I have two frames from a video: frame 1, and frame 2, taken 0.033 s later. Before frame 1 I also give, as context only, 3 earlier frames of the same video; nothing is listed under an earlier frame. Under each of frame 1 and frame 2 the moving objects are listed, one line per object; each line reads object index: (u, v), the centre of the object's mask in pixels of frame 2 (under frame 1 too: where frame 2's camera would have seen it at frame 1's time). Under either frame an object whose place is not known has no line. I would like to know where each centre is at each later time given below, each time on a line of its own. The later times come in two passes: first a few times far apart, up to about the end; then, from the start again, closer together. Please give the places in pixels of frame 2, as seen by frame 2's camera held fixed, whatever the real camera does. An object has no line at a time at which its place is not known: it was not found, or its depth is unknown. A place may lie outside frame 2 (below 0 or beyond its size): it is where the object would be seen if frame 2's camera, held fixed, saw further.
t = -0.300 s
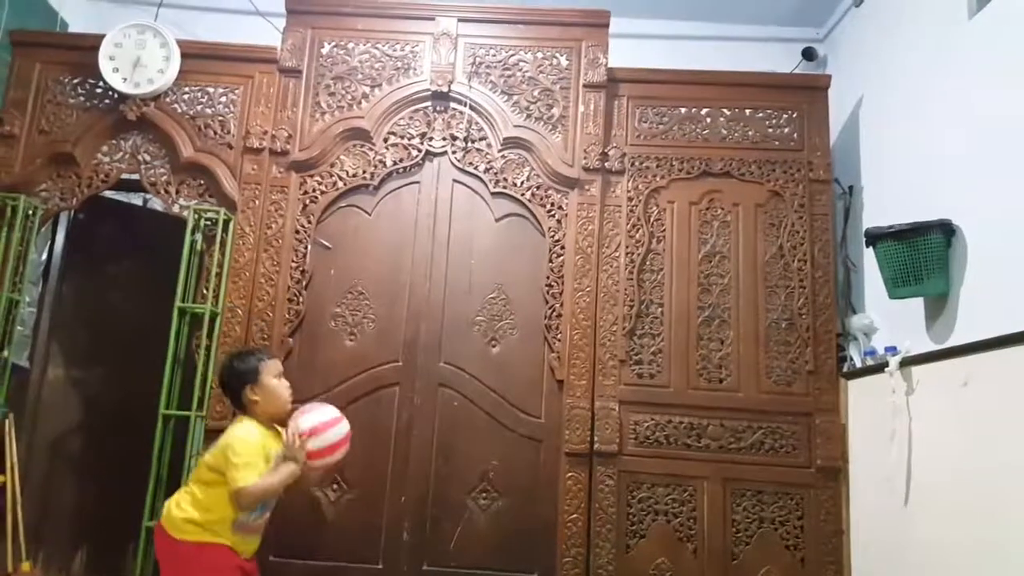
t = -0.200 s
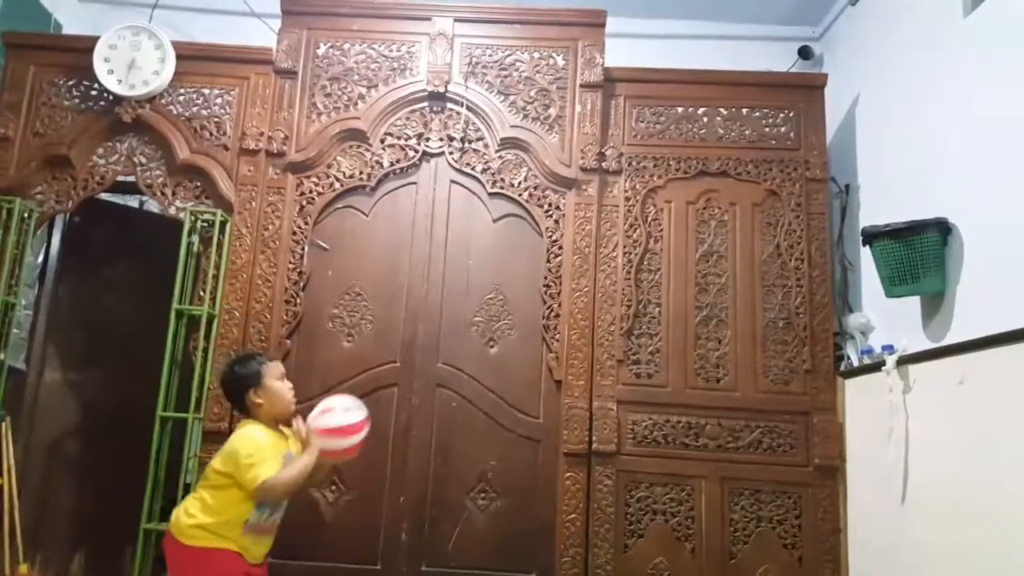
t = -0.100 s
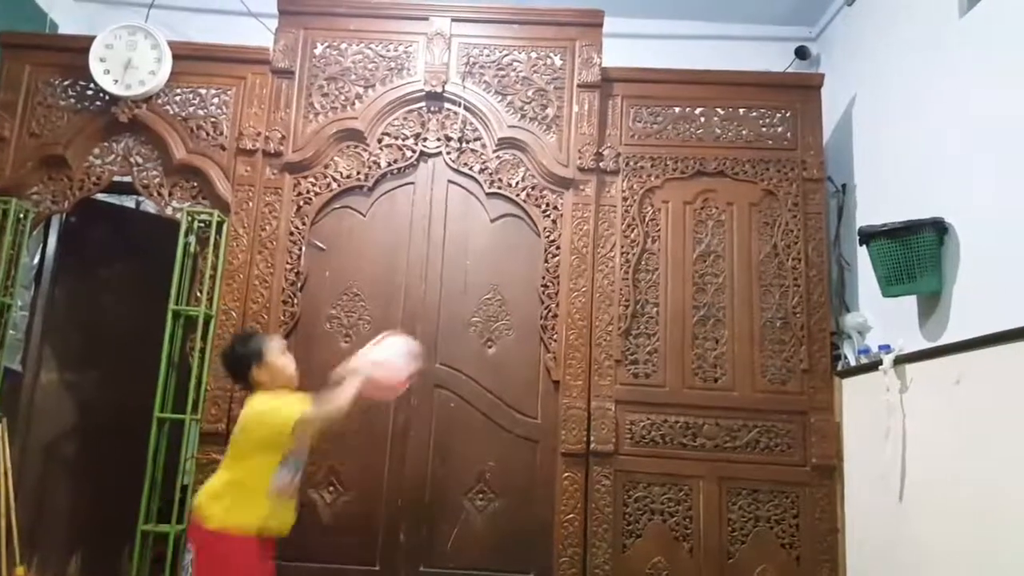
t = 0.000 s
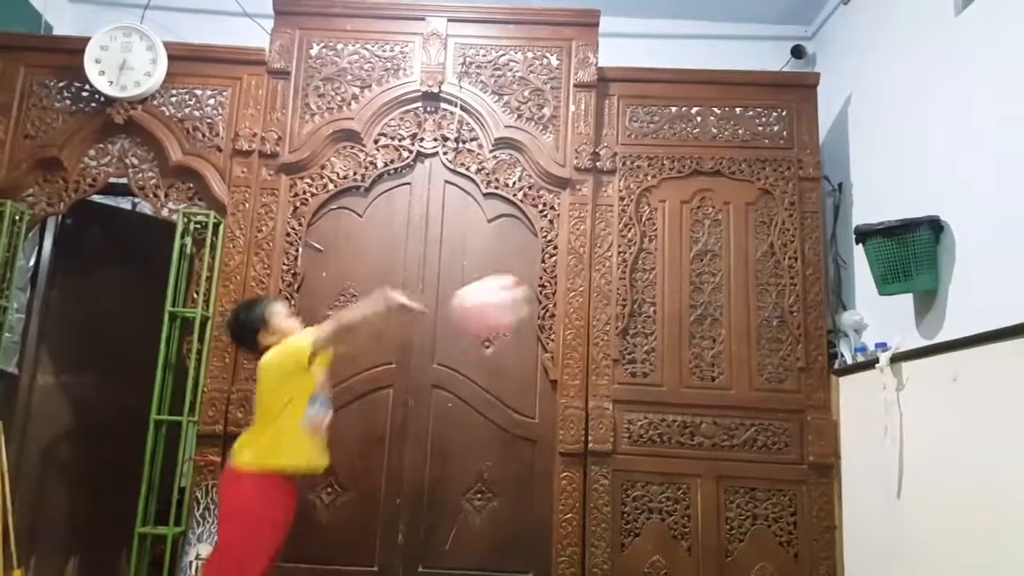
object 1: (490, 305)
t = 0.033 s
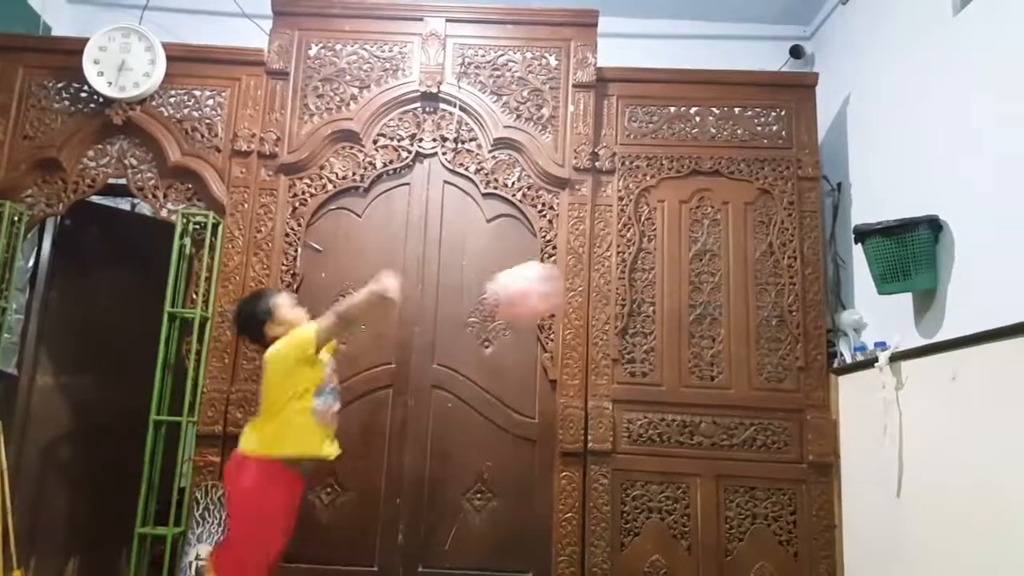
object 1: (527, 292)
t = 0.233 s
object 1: (737, 264)
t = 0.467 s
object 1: (896, 329)
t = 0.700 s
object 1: (778, 430)
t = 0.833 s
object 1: (715, 564)
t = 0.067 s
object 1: (561, 280)
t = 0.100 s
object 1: (596, 271)
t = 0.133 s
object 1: (631, 265)
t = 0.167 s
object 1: (667, 263)
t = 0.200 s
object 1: (703, 263)
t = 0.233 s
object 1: (737, 264)
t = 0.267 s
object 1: (774, 270)
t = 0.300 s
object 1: (808, 280)
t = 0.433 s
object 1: (910, 326)
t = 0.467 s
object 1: (896, 329)
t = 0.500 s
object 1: (876, 333)
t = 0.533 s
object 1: (861, 339)
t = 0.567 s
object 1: (846, 348)
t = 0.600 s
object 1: (828, 362)
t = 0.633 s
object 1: (811, 381)
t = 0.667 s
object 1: (796, 403)
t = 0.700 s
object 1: (778, 430)
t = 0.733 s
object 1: (762, 460)
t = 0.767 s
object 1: (743, 498)
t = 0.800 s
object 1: (728, 538)
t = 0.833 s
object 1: (715, 564)
